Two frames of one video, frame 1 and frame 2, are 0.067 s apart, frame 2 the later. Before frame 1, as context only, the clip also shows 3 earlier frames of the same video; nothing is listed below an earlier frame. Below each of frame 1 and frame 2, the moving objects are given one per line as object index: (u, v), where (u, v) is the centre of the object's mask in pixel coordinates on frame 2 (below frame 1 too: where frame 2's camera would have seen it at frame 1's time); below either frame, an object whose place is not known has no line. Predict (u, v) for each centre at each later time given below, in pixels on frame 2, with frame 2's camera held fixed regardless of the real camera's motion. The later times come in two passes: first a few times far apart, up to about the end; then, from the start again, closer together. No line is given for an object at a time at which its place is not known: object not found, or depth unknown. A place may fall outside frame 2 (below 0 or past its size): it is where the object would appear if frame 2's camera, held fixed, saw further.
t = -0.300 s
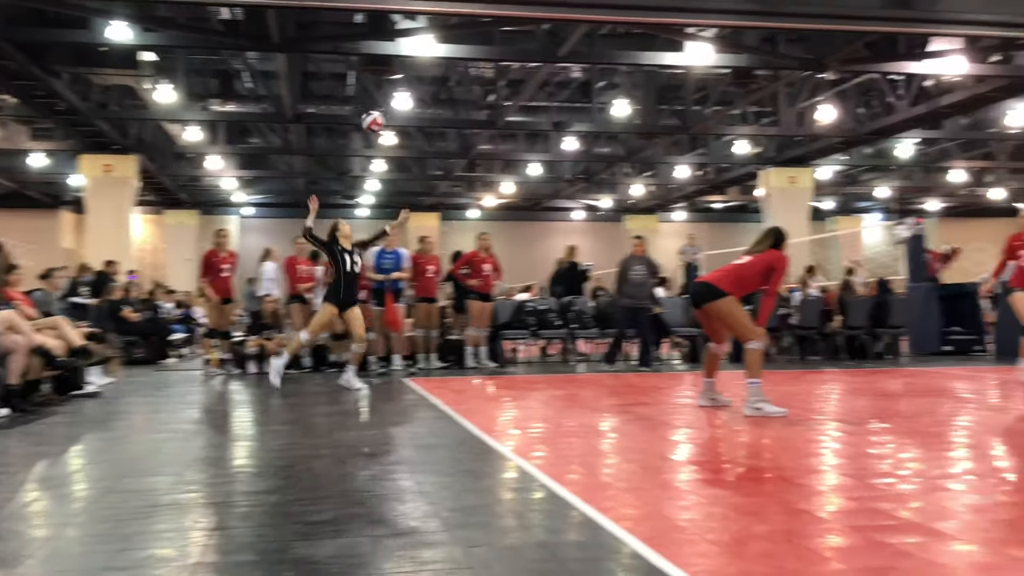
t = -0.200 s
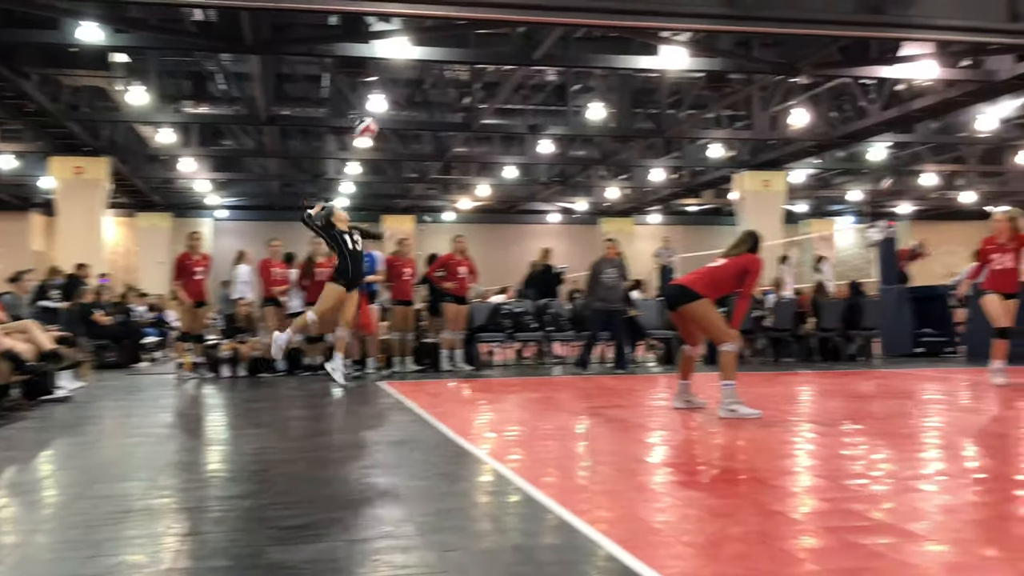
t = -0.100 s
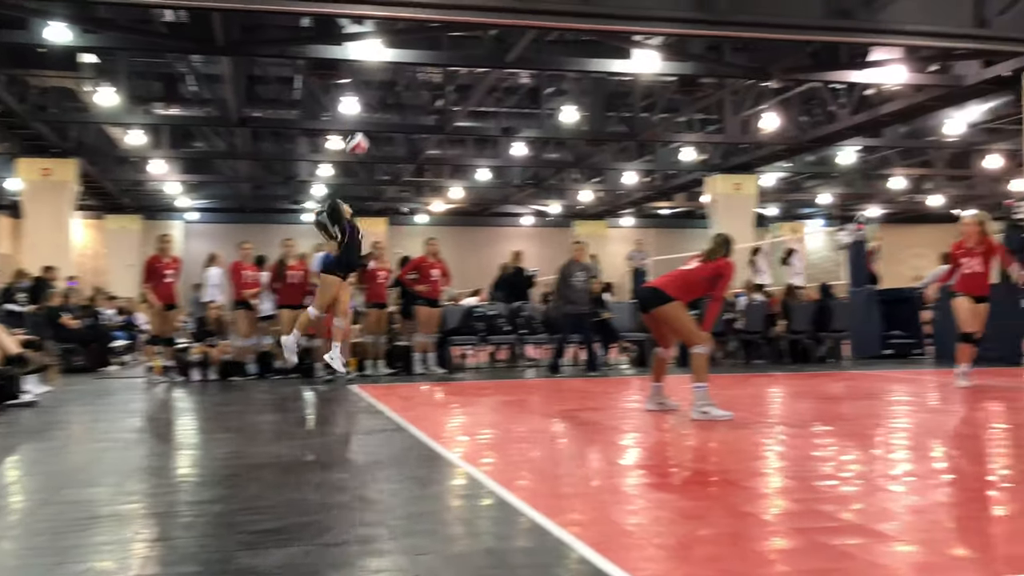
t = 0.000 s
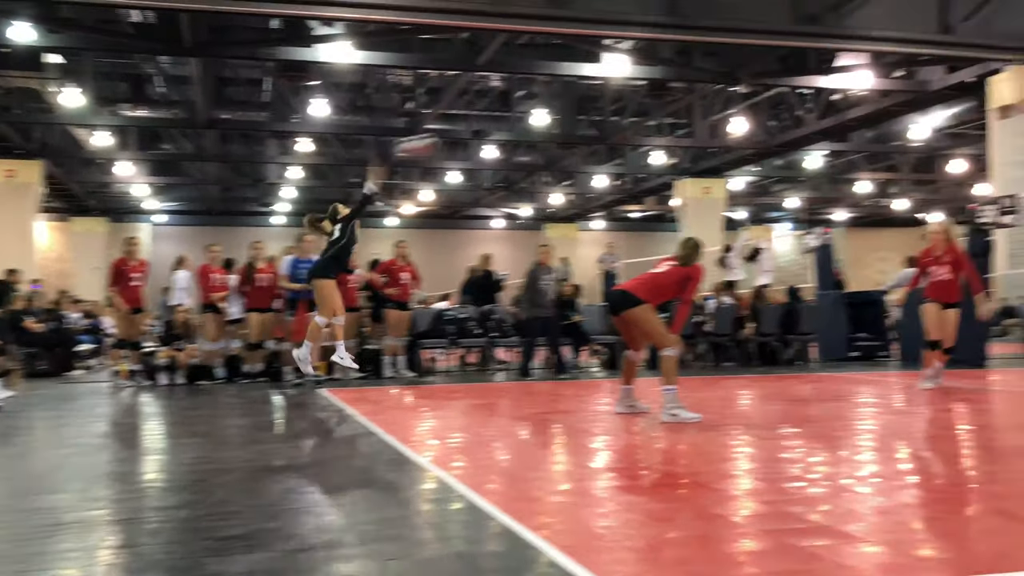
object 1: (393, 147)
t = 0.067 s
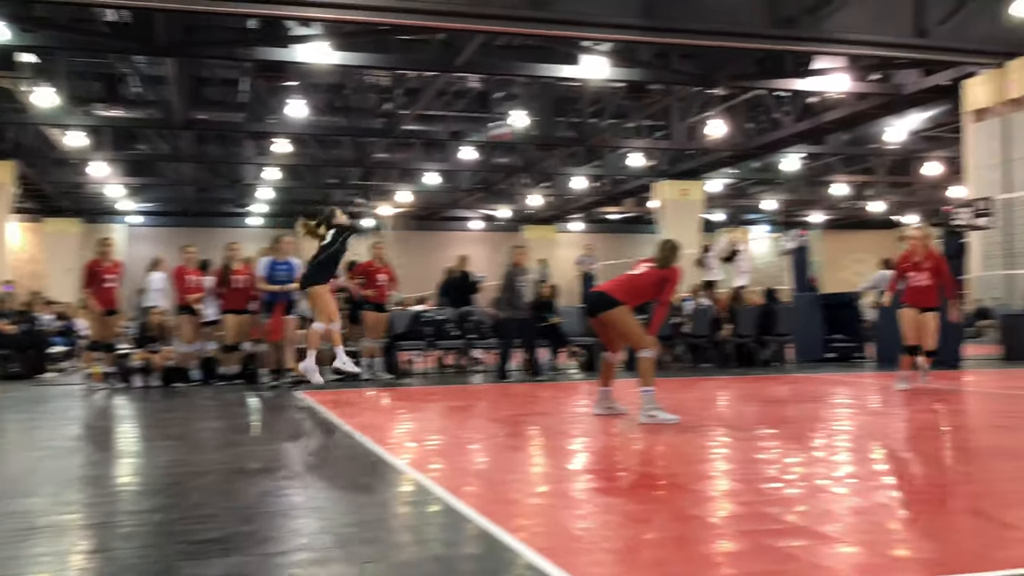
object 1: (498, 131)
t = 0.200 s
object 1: (703, 112)
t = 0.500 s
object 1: (1066, 137)
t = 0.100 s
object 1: (557, 125)
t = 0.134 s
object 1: (606, 119)
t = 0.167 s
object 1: (655, 115)
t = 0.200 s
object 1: (703, 112)
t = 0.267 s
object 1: (791, 110)
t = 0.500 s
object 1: (1066, 137)
